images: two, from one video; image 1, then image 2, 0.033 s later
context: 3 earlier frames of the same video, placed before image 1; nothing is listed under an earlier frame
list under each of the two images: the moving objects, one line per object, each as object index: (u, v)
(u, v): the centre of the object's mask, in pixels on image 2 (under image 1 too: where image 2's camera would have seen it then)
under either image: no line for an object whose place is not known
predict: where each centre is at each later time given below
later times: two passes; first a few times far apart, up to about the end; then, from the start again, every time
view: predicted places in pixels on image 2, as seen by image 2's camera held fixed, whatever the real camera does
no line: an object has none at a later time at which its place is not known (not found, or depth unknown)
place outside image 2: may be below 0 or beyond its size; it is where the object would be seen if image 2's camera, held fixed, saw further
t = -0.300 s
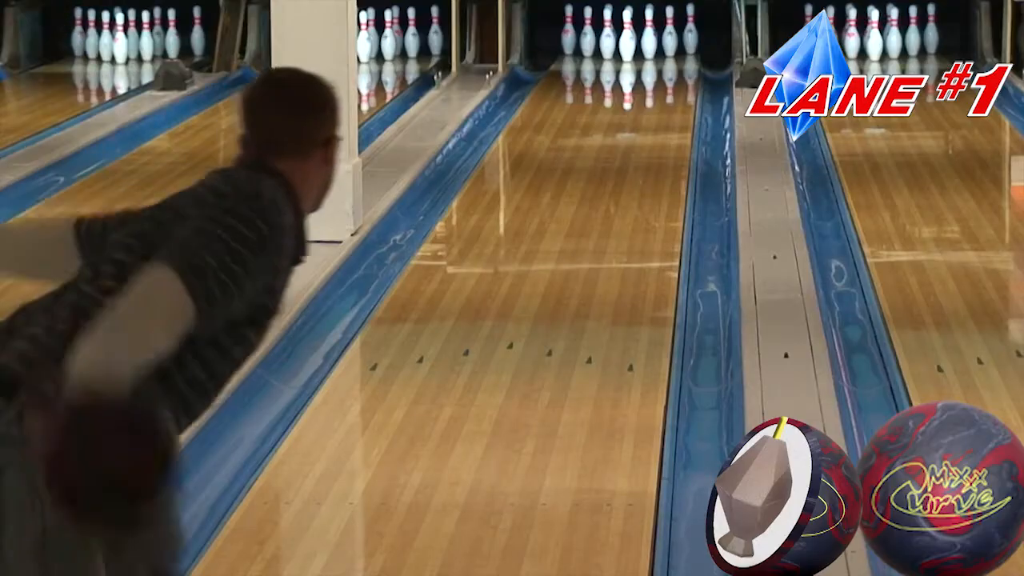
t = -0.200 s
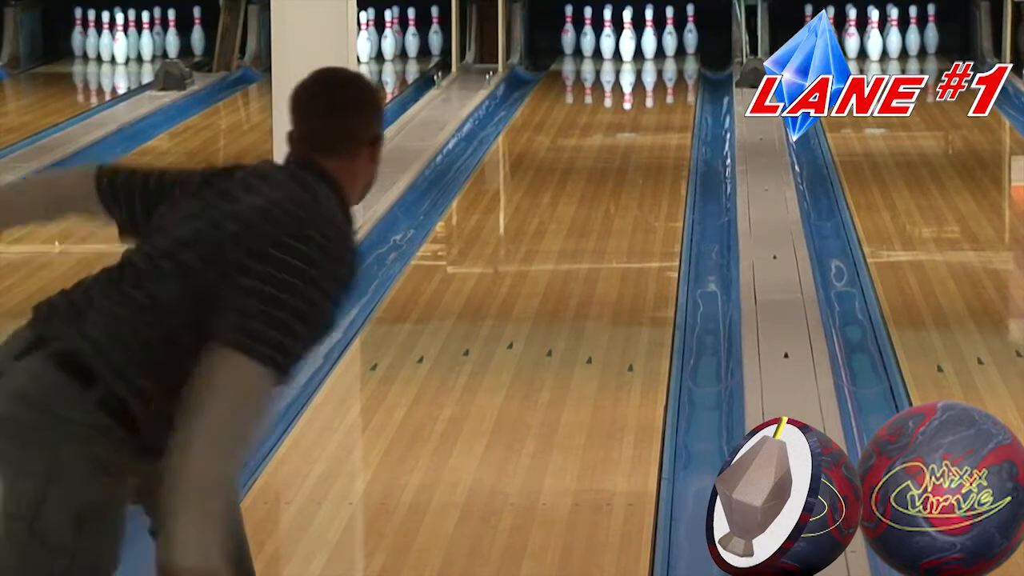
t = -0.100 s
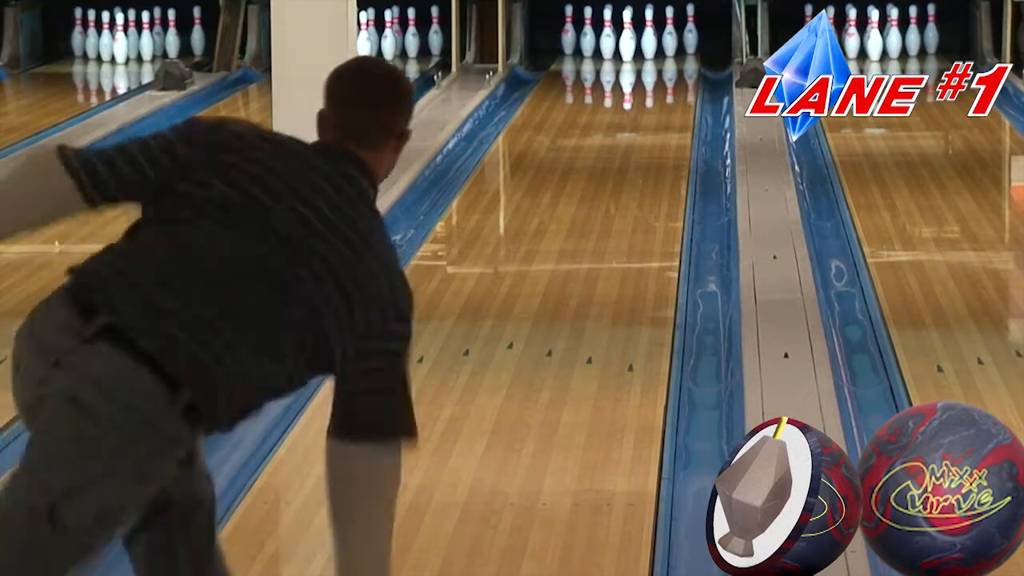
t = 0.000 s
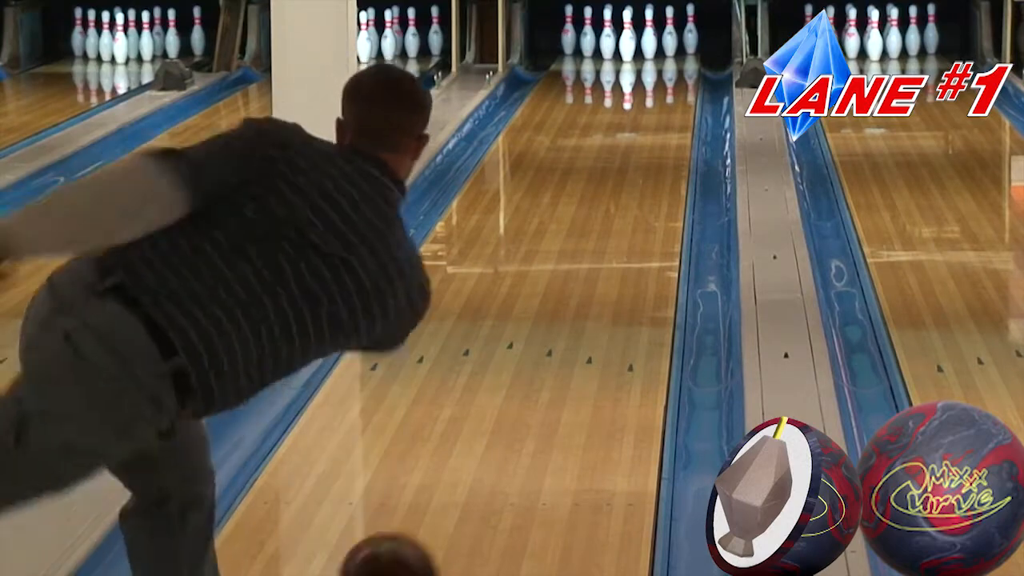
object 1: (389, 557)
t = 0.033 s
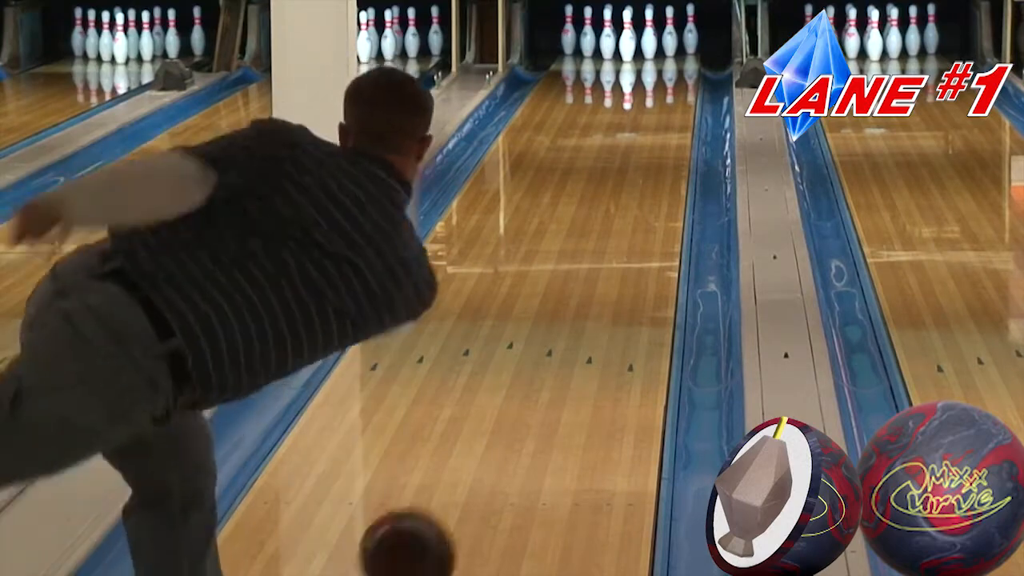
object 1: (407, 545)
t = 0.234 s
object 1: (496, 428)
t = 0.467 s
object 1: (565, 325)
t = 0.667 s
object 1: (606, 260)
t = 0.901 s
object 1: (640, 204)
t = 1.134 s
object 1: (662, 161)
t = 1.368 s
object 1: (673, 128)
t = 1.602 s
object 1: (680, 99)
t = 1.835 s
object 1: (676, 77)
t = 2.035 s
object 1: (664, 63)
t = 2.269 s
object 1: (646, 50)
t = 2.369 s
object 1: (643, 45)
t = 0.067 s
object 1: (424, 531)
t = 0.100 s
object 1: (441, 509)
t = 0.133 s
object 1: (456, 486)
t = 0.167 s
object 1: (470, 466)
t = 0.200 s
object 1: (483, 446)
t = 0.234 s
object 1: (496, 428)
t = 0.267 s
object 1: (508, 411)
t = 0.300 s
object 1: (519, 394)
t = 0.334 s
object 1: (529, 379)
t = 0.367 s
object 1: (539, 364)
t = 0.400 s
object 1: (548, 351)
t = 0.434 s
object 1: (557, 337)
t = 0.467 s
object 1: (565, 325)
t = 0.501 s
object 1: (573, 312)
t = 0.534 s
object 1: (580, 301)
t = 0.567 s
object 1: (587, 290)
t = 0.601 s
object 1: (593, 280)
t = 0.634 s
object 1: (600, 270)
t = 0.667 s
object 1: (606, 260)
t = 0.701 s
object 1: (612, 251)
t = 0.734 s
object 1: (617, 242)
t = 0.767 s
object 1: (622, 234)
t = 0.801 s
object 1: (627, 226)
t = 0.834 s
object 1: (632, 219)
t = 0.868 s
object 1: (636, 211)
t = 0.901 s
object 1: (640, 204)
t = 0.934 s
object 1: (644, 197)
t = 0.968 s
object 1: (647, 190)
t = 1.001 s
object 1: (651, 184)
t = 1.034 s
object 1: (653, 178)
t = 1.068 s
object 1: (656, 172)
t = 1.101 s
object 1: (659, 166)
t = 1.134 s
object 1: (662, 161)
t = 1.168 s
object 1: (664, 155)
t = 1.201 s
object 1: (666, 150)
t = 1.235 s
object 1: (668, 146)
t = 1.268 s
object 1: (669, 140)
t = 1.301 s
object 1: (671, 136)
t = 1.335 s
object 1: (673, 131)
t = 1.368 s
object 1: (673, 128)
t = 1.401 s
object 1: (675, 122)
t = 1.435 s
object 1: (676, 118)
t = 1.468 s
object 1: (677, 114)
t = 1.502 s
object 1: (678, 111)
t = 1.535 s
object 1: (678, 107)
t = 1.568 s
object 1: (679, 105)
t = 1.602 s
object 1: (680, 99)
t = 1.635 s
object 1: (680, 96)
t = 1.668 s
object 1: (679, 92)
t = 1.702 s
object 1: (680, 89)
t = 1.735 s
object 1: (679, 86)
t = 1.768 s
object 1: (678, 84)
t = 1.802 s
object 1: (677, 80)
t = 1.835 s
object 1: (676, 77)
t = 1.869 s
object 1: (675, 75)
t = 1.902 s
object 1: (673, 74)
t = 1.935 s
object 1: (670, 71)
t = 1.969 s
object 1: (668, 68)
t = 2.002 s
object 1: (667, 65)
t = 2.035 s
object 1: (664, 63)
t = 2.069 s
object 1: (662, 60)
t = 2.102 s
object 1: (659, 58)
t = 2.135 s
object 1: (657, 56)
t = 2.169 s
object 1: (654, 54)
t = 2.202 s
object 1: (651, 53)
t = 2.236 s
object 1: (649, 52)
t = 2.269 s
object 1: (646, 50)
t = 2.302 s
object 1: (643, 47)
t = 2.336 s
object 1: (645, 47)
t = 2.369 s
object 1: (643, 45)
